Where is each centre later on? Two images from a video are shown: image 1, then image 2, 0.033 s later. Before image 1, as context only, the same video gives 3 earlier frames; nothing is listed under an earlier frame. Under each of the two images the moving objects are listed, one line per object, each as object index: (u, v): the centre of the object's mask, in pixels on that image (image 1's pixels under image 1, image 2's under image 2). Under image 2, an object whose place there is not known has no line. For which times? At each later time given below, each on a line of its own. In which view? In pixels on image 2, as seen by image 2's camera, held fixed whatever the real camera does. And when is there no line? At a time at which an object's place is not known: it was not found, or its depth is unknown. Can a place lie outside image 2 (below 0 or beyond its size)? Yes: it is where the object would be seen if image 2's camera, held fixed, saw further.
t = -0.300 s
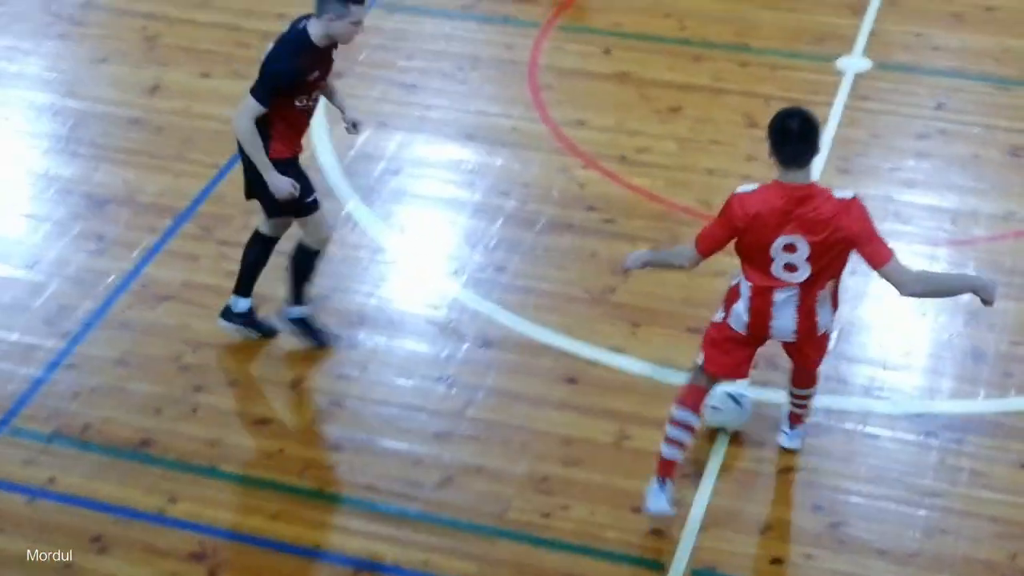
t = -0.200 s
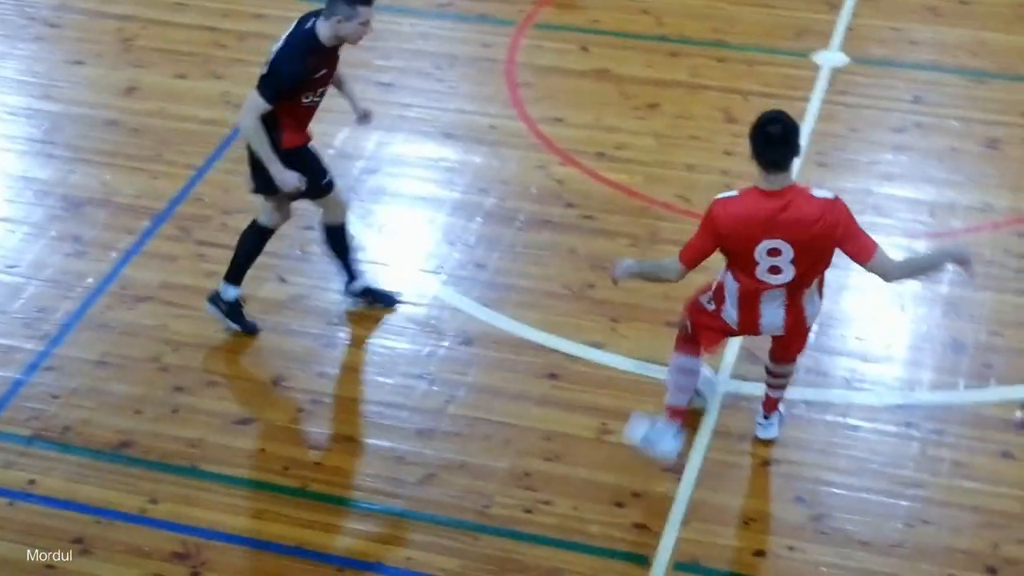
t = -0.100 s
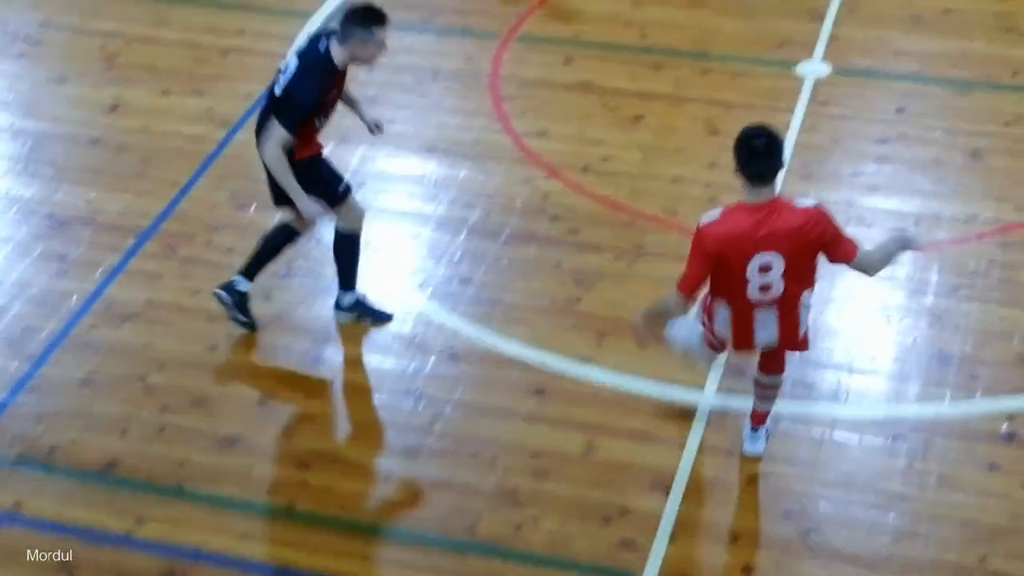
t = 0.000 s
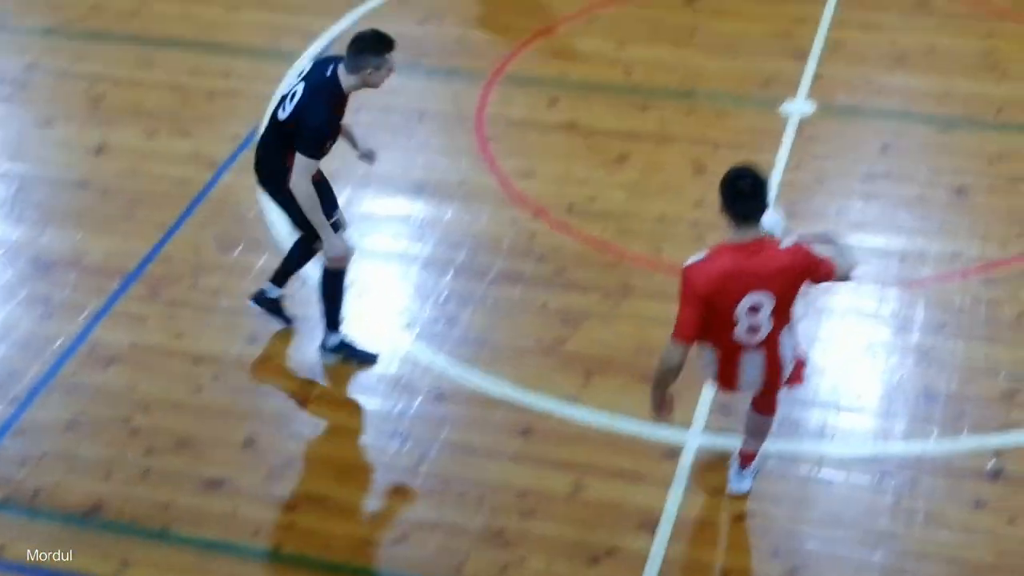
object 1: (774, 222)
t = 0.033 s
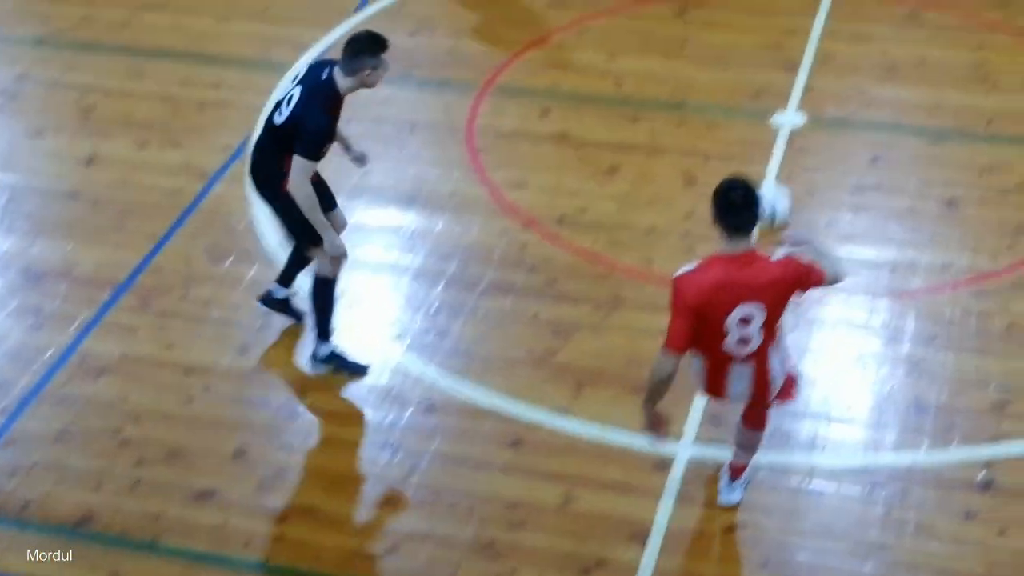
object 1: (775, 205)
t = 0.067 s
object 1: (789, 175)
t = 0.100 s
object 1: (801, 147)
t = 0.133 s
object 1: (814, 119)
